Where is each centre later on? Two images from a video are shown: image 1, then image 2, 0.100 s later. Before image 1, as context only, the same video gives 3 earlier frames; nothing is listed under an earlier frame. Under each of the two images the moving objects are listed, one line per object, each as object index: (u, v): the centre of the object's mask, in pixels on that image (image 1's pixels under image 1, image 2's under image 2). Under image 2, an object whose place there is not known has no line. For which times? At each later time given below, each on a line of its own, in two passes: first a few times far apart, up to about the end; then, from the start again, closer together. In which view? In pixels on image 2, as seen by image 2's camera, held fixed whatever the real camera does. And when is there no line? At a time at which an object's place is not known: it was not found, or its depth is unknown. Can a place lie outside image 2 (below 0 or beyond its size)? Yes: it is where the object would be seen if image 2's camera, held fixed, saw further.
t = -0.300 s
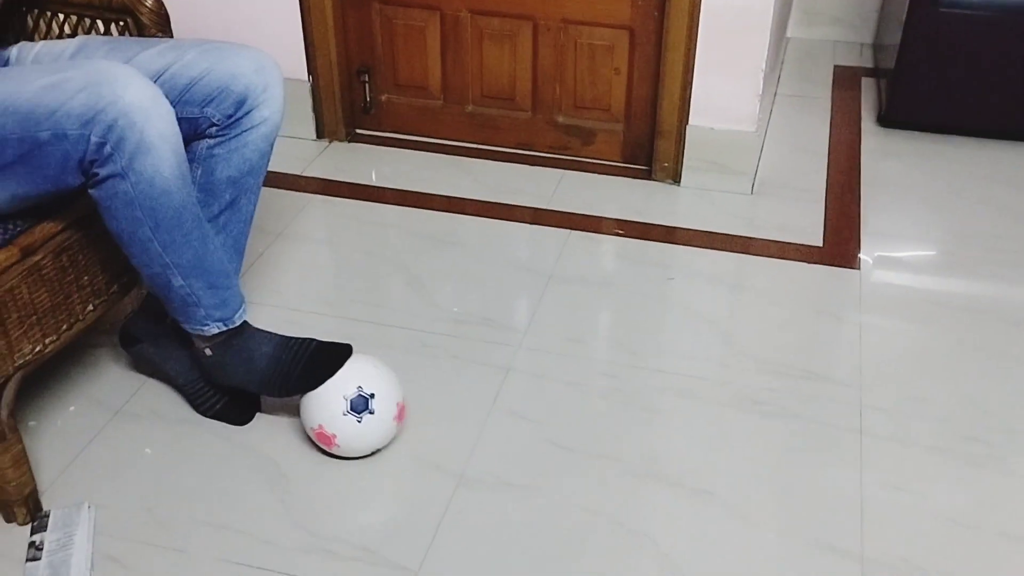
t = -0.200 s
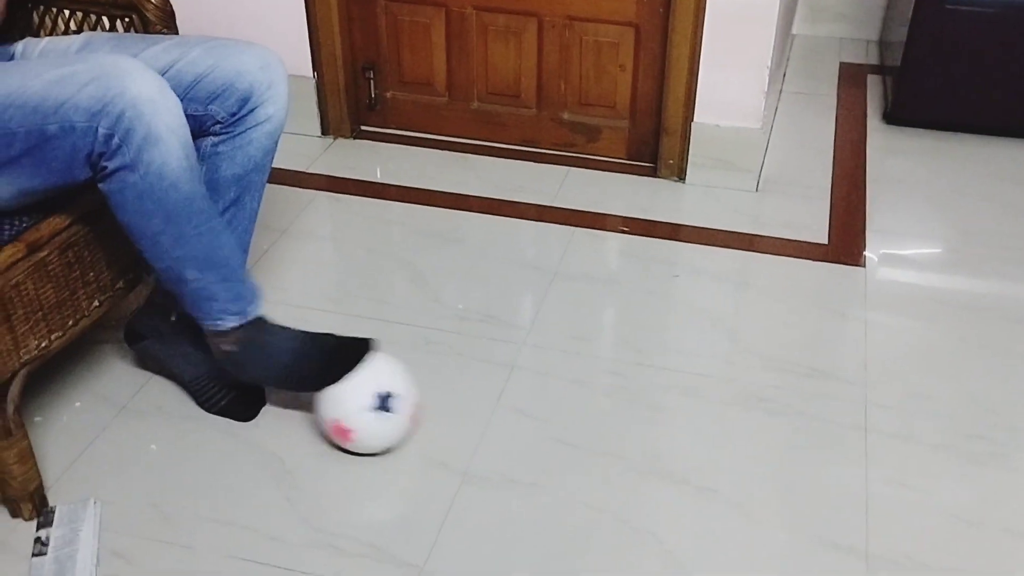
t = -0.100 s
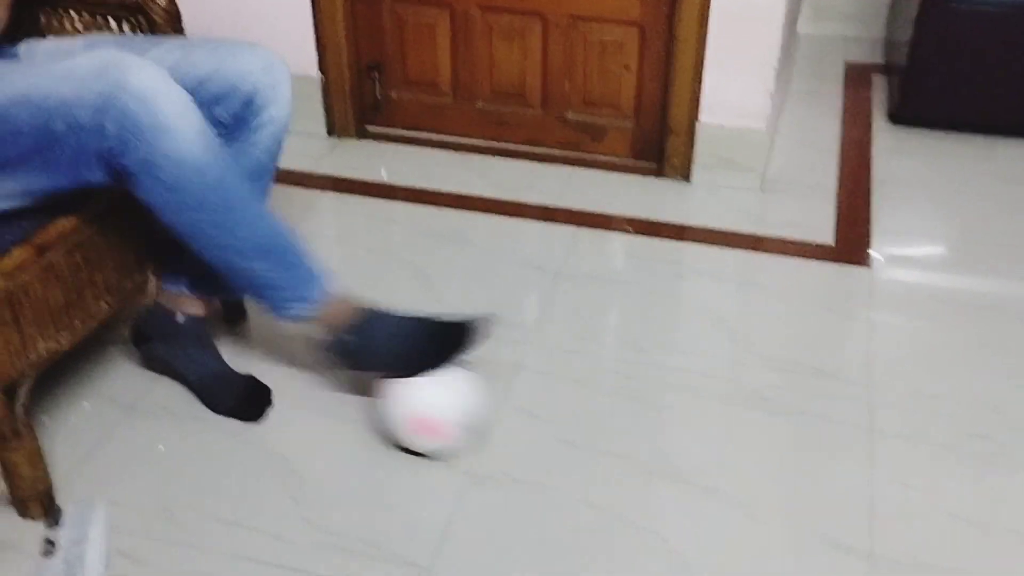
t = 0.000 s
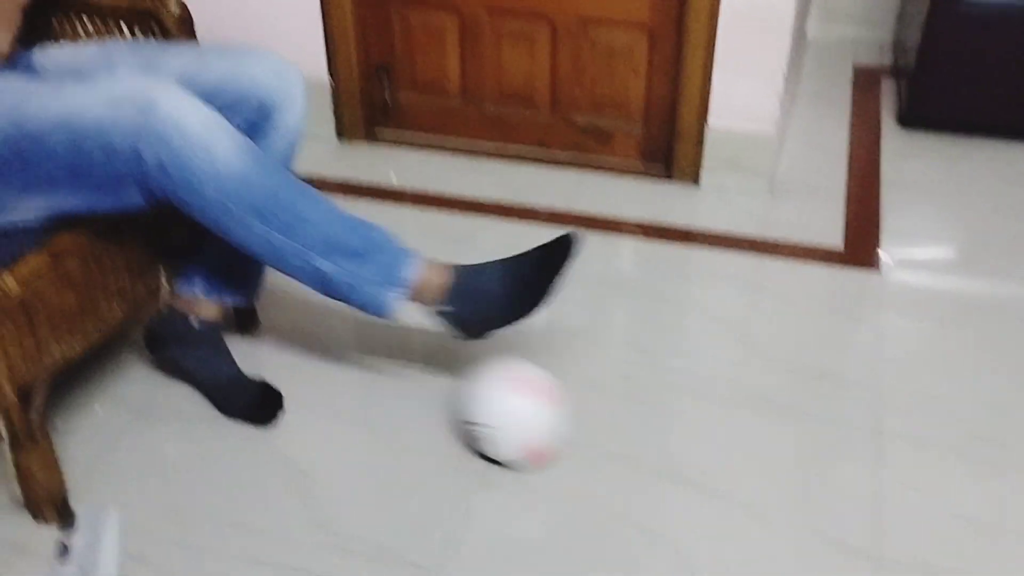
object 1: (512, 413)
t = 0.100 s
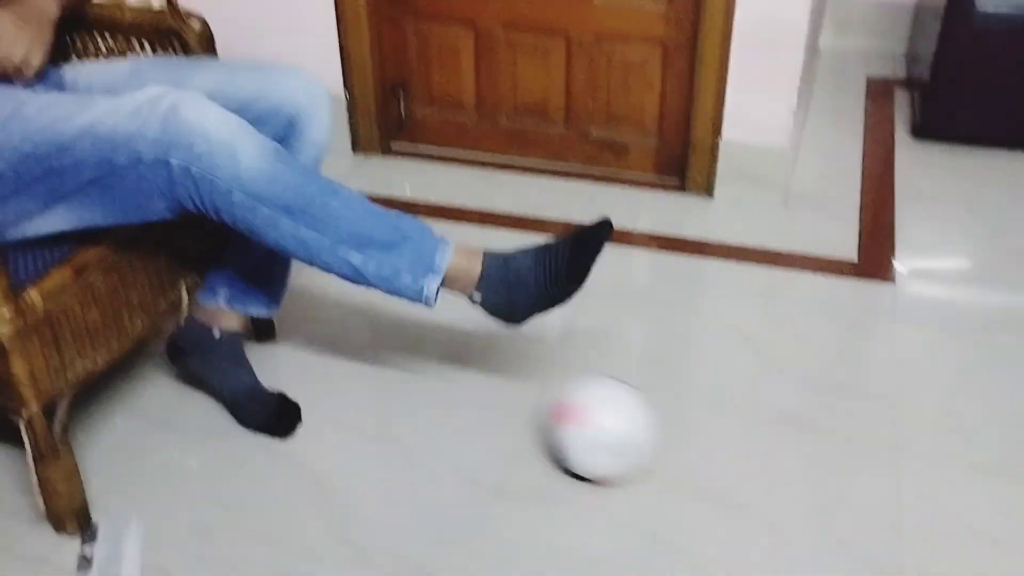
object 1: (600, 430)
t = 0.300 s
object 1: (735, 440)
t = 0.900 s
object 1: (1124, 482)
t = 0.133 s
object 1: (622, 432)
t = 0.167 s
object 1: (646, 434)
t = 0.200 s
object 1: (669, 437)
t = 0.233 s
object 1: (691, 437)
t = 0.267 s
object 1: (713, 439)
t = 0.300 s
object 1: (735, 440)
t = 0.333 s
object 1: (759, 443)
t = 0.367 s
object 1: (781, 445)
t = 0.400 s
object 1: (804, 447)
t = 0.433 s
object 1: (827, 450)
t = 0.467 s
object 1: (850, 451)
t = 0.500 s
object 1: (873, 453)
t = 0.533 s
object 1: (896, 456)
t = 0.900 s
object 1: (1124, 482)
